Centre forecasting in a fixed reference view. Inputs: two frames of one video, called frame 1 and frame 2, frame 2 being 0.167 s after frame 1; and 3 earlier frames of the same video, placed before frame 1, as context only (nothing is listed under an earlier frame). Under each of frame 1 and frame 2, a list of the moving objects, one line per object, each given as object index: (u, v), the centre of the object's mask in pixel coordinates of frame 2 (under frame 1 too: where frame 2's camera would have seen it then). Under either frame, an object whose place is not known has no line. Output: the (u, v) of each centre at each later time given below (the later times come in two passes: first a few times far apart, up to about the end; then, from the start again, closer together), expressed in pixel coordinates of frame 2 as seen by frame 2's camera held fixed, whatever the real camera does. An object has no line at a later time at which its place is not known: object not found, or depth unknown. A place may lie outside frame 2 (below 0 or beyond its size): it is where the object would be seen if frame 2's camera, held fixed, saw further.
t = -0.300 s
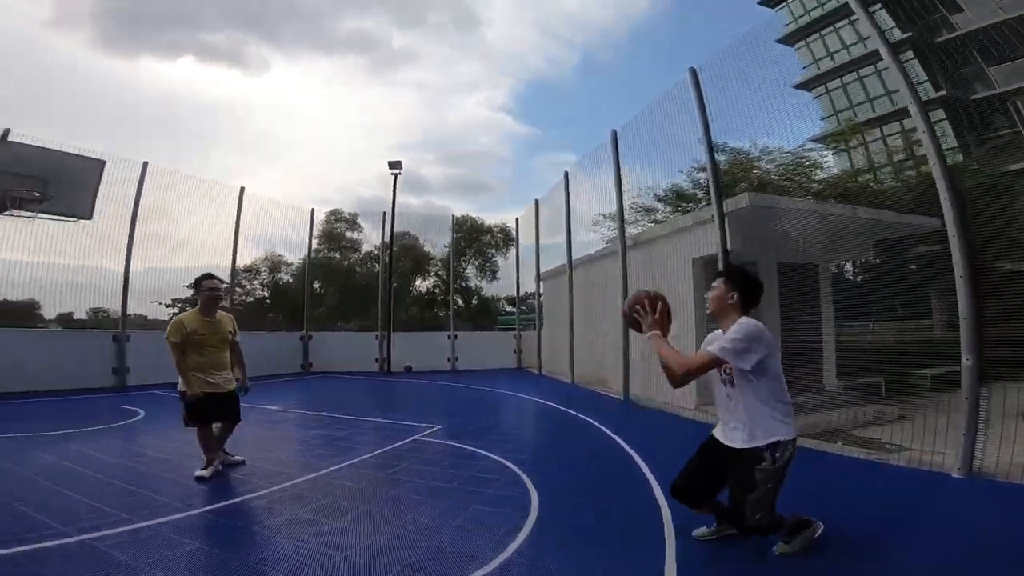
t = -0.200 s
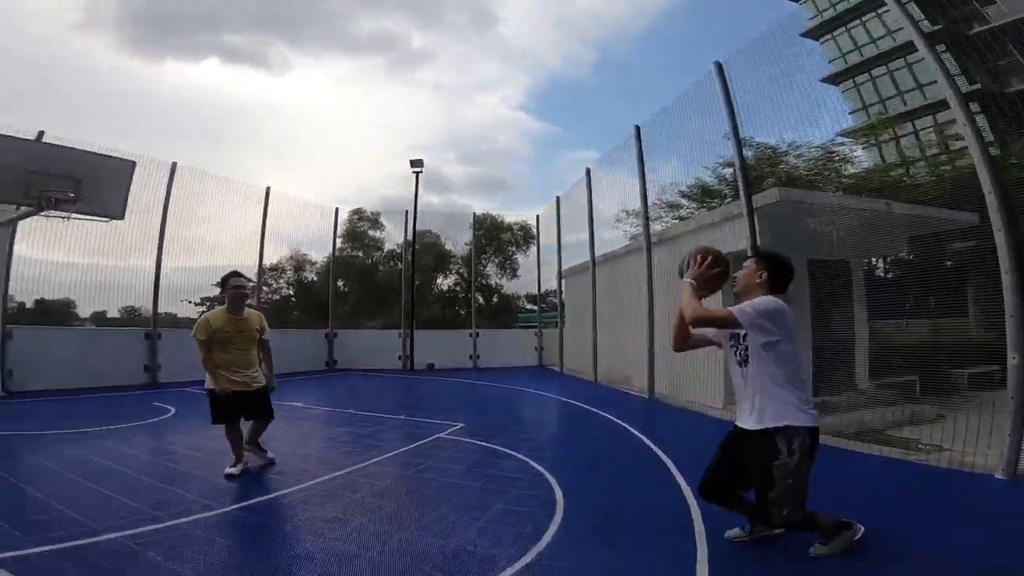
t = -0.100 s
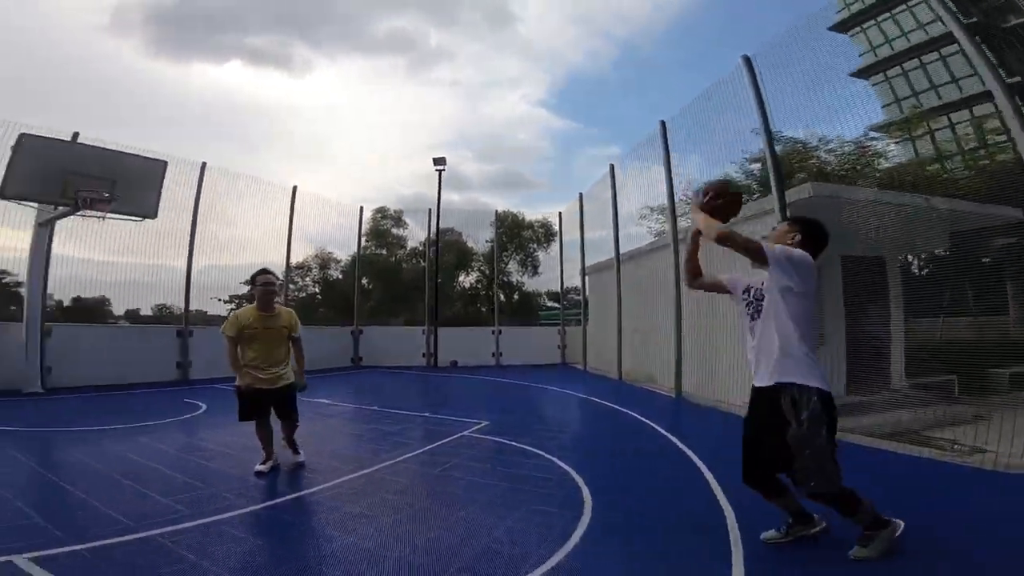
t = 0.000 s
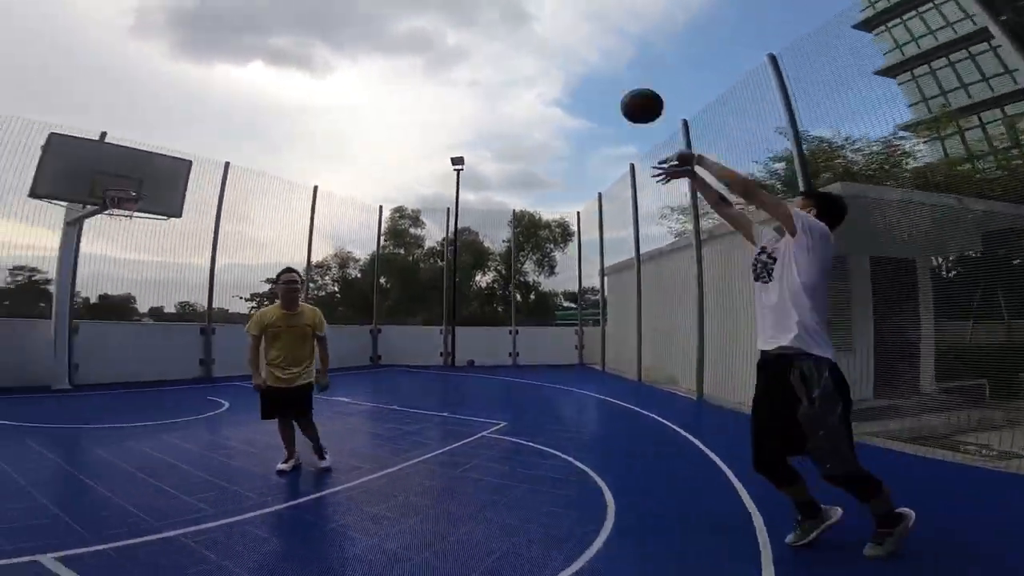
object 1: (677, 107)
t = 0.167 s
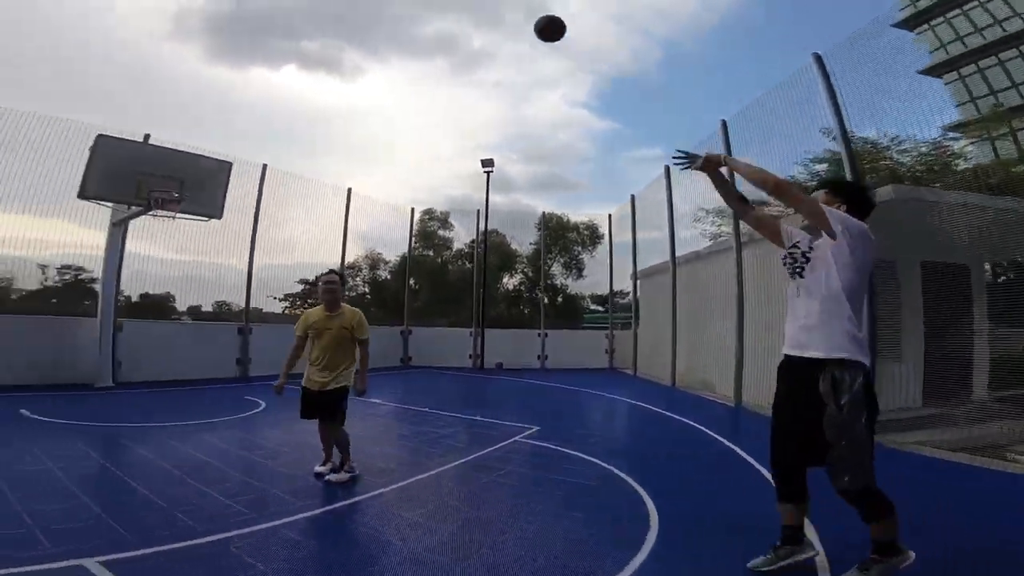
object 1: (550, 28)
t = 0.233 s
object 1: (514, 15)
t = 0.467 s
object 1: (416, 2)
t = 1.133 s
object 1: (241, 136)
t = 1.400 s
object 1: (234, 180)
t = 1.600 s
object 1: (274, 166)
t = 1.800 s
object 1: (313, 177)
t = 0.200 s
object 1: (531, 21)
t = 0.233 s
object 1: (514, 15)
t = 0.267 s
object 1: (497, 10)
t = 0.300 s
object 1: (482, 6)
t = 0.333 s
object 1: (468, 4)
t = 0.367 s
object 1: (454, 2)
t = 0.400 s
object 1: (441, 1)
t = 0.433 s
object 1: (428, 1)
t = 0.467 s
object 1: (416, 2)
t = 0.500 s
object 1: (404, 4)
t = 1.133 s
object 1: (241, 136)
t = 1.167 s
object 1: (235, 148)
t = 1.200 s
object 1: (229, 163)
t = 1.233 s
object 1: (223, 177)
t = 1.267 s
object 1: (216, 191)
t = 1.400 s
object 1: (234, 180)
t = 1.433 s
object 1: (240, 176)
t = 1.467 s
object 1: (248, 172)
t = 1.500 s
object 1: (255, 170)
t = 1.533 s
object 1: (260, 168)
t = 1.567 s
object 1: (268, 167)
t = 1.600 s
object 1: (274, 166)
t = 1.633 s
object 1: (280, 167)
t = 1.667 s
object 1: (286, 167)
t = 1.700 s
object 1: (293, 169)
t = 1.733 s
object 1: (300, 171)
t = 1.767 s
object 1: (306, 174)
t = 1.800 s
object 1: (313, 177)
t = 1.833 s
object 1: (320, 182)
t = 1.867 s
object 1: (327, 187)
